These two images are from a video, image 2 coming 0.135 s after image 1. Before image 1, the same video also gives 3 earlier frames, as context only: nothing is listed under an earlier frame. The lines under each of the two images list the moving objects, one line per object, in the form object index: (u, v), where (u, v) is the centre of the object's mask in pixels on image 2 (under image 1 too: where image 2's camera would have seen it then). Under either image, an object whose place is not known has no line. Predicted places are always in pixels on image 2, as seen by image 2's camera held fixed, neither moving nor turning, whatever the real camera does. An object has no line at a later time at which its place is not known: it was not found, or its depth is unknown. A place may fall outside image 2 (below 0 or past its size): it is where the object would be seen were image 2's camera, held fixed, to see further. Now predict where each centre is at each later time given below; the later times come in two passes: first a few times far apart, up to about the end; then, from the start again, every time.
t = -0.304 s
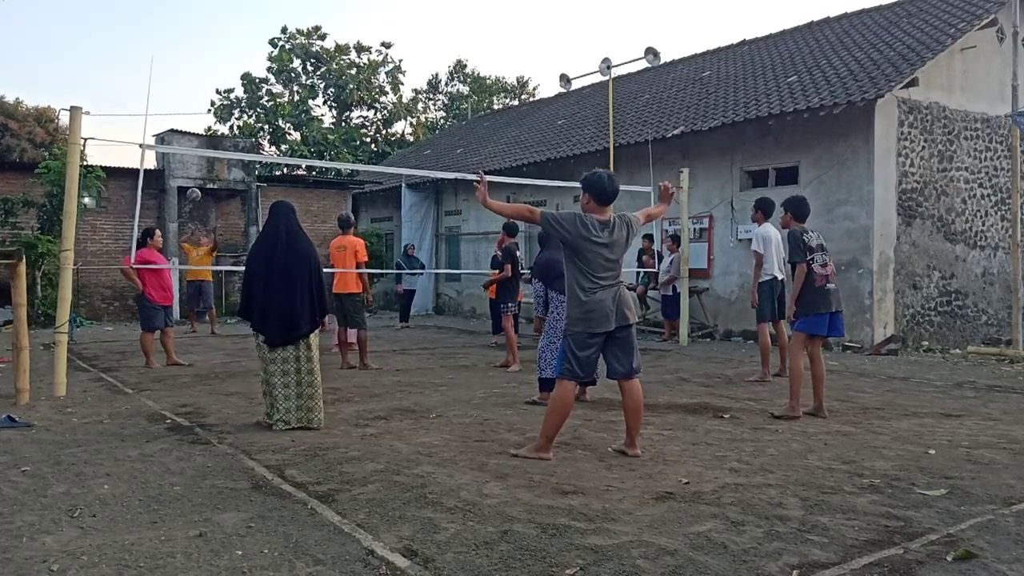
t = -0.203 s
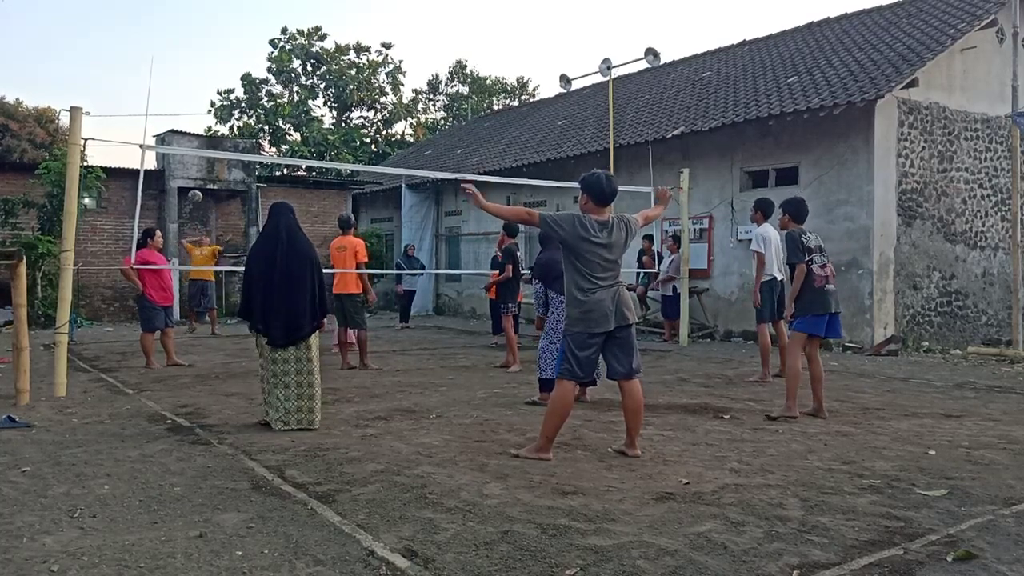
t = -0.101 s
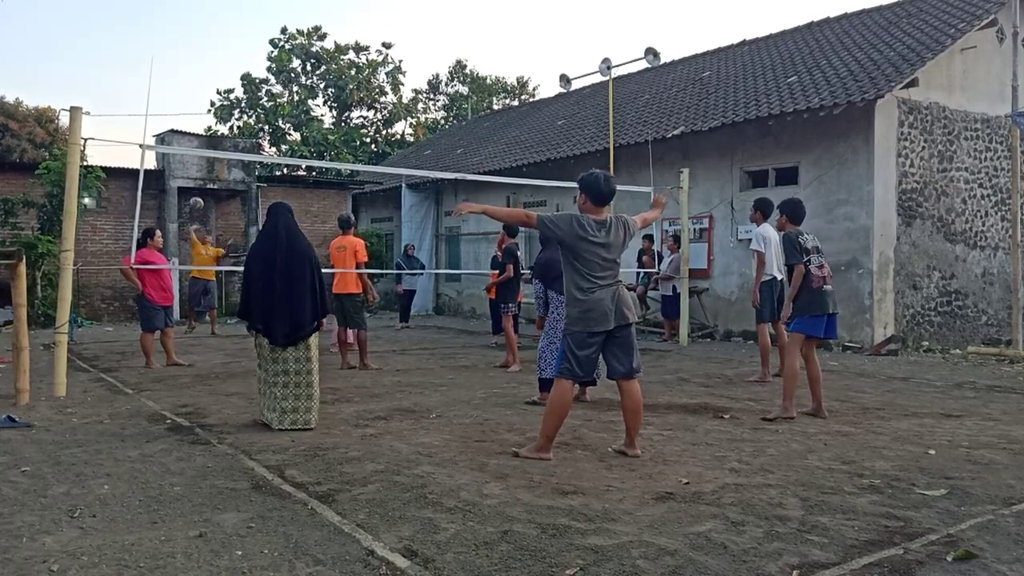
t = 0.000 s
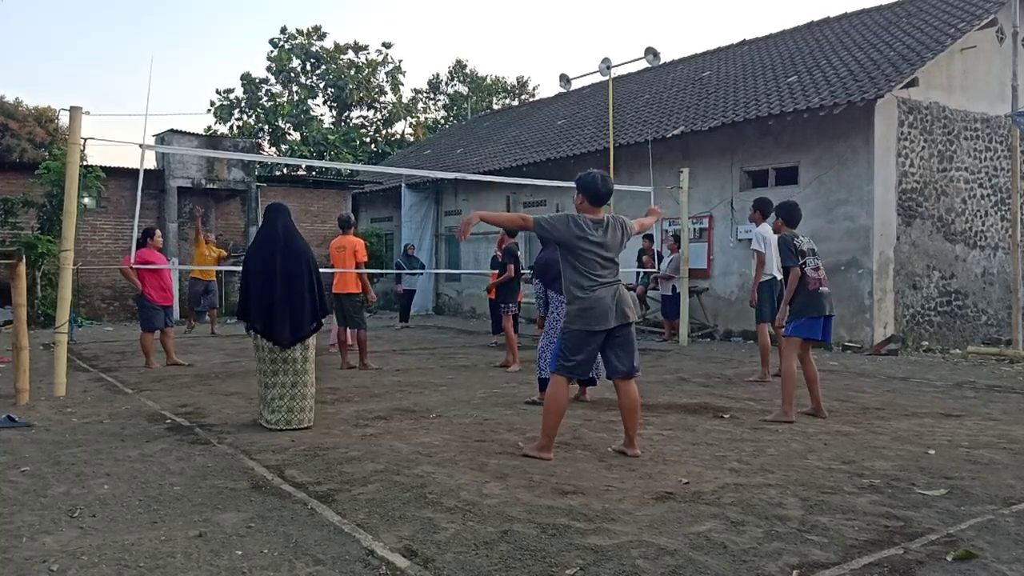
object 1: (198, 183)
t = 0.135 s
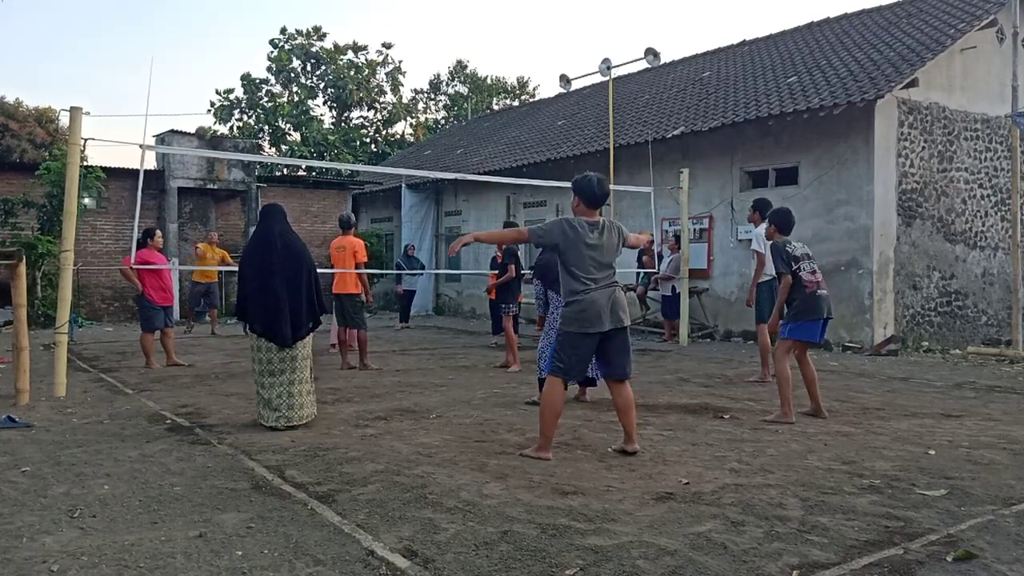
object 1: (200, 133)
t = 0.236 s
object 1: (208, 99)
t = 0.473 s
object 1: (233, 37)
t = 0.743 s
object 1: (287, 13)
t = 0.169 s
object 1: (204, 121)
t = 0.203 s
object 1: (206, 110)
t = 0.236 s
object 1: (208, 99)
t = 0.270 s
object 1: (211, 89)
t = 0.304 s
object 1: (214, 79)
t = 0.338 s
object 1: (217, 69)
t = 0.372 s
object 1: (221, 60)
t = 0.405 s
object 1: (225, 51)
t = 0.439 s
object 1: (229, 44)
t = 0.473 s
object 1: (233, 37)
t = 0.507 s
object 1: (238, 30)
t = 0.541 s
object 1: (243, 25)
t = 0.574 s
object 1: (249, 20)
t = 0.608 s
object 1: (256, 16)
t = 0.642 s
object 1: (263, 13)
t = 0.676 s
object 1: (270, 12)
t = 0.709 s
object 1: (279, 12)
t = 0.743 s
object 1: (287, 13)
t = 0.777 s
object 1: (297, 16)
